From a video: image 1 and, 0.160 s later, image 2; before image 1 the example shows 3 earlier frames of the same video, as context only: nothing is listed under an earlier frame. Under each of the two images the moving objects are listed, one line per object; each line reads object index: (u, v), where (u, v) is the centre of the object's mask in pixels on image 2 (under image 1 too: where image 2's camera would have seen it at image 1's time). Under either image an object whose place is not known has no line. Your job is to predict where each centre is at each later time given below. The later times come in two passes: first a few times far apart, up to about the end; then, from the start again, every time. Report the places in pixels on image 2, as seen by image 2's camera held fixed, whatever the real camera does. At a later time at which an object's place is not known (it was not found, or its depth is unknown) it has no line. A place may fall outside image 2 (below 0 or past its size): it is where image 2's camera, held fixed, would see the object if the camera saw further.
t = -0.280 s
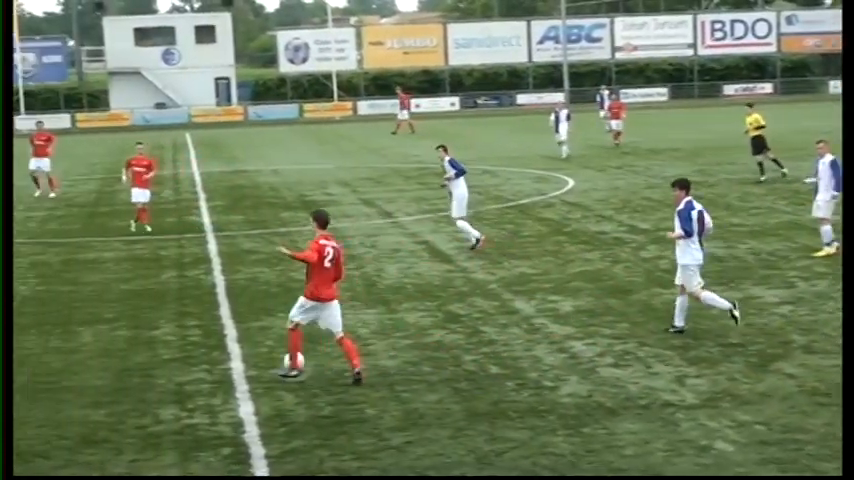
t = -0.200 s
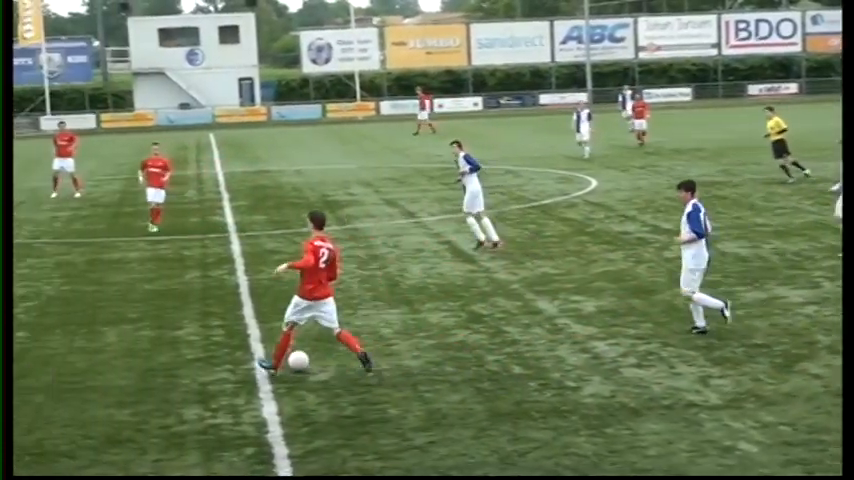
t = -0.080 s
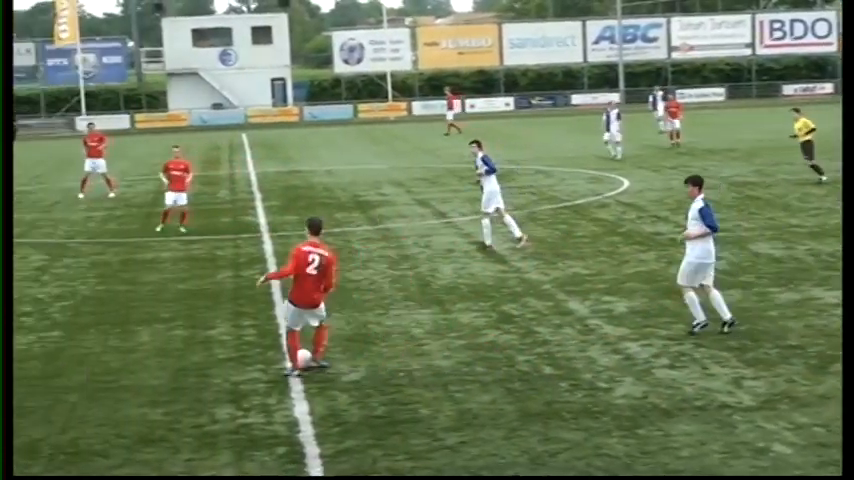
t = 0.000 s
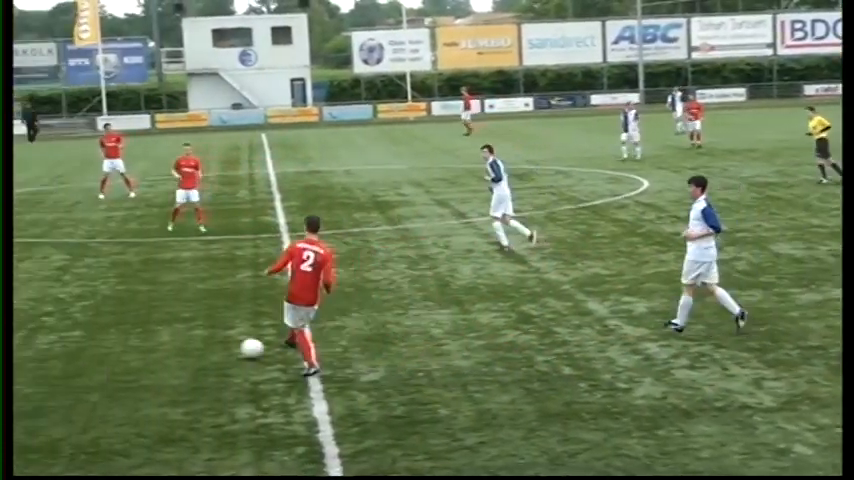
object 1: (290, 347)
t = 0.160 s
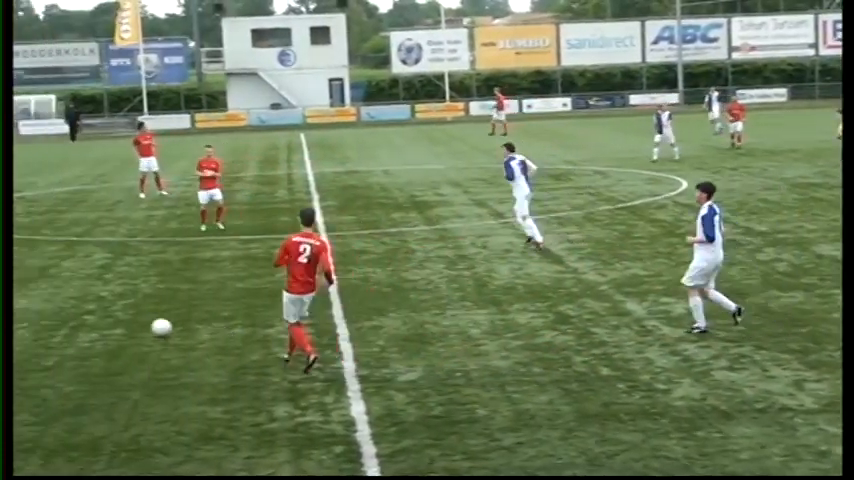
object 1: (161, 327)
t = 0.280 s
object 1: (82, 314)
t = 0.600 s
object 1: (-85, 289)
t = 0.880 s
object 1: (-193, 272)
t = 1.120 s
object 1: (-269, 264)
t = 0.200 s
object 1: (133, 323)
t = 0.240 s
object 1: (107, 317)
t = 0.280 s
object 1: (82, 314)
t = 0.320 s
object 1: (58, 312)
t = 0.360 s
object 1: (34, 309)
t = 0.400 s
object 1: (13, 304)
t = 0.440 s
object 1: (-9, 301)
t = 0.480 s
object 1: (-29, 300)
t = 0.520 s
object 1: (-49, 298)
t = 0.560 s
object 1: (-67, 293)
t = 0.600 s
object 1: (-85, 289)
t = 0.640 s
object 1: (-102, 286)
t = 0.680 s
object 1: (-119, 285)
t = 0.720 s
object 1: (-135, 286)
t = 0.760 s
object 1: (-150, 284)
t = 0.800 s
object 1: (-165, 279)
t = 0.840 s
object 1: (-179, 275)
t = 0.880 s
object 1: (-193, 272)
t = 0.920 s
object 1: (-207, 270)
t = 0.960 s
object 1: (-220, 269)
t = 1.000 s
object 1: (-233, 270)
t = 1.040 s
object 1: (-245, 272)
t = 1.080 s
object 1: (-257, 269)
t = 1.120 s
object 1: (-269, 264)
